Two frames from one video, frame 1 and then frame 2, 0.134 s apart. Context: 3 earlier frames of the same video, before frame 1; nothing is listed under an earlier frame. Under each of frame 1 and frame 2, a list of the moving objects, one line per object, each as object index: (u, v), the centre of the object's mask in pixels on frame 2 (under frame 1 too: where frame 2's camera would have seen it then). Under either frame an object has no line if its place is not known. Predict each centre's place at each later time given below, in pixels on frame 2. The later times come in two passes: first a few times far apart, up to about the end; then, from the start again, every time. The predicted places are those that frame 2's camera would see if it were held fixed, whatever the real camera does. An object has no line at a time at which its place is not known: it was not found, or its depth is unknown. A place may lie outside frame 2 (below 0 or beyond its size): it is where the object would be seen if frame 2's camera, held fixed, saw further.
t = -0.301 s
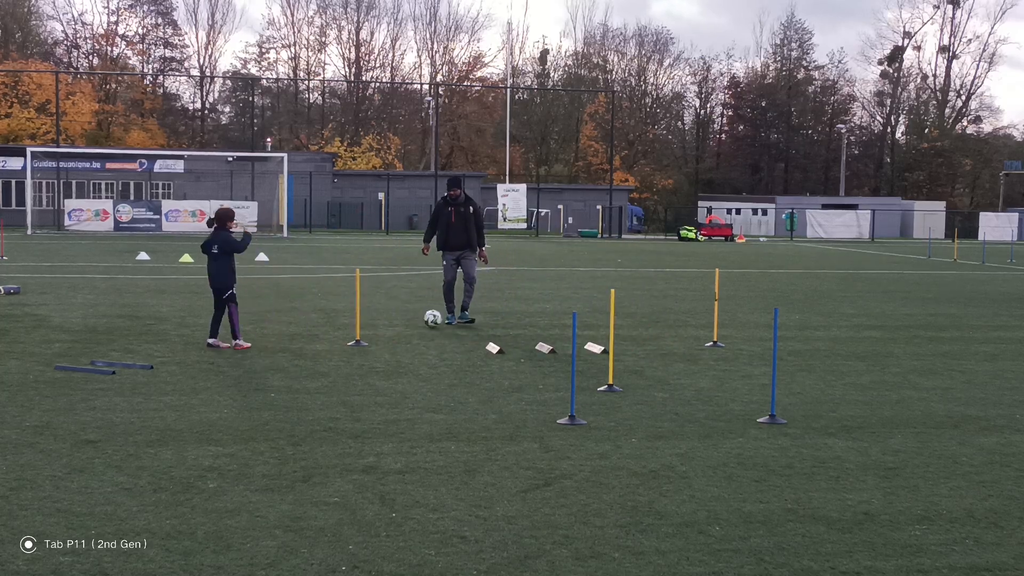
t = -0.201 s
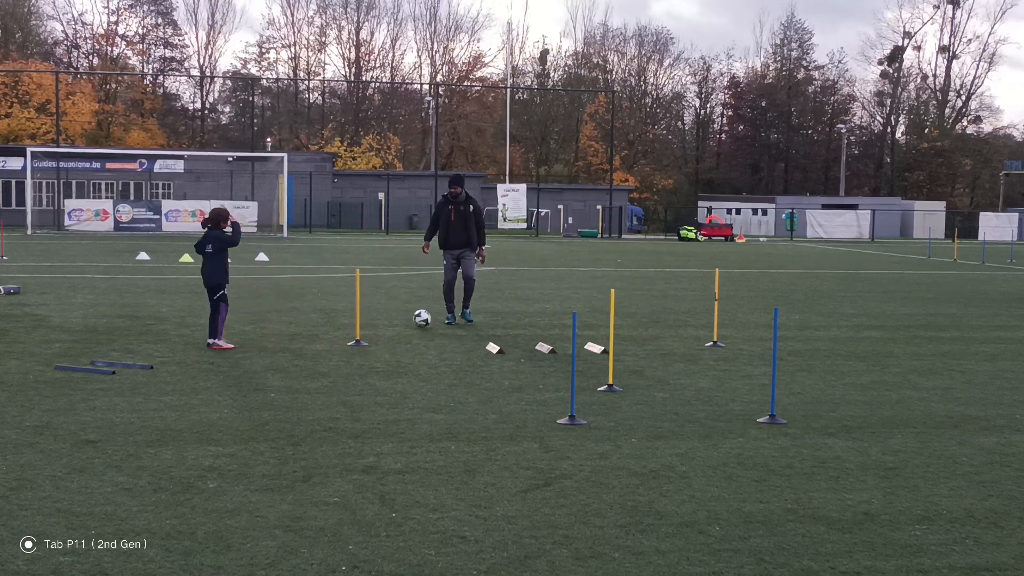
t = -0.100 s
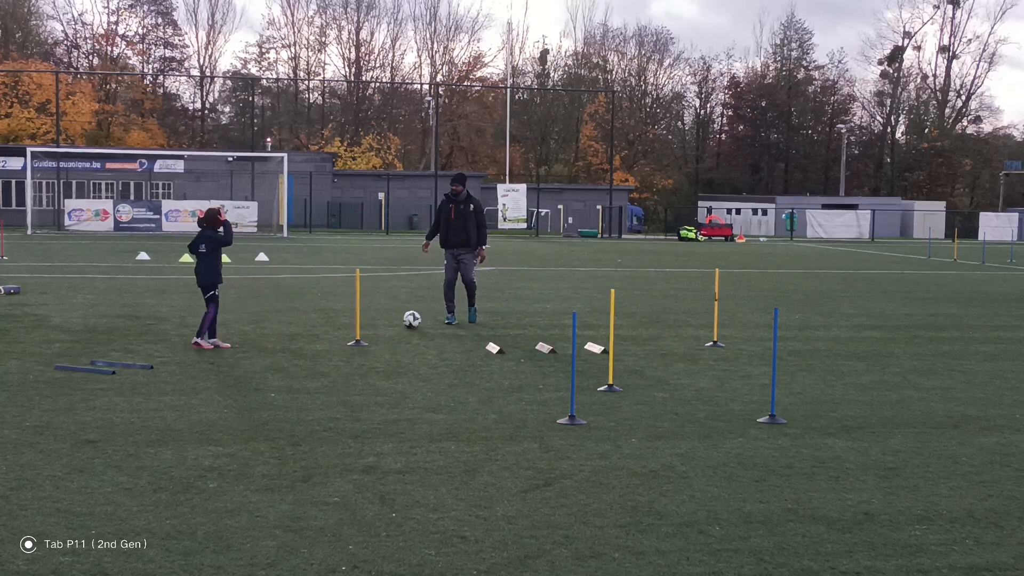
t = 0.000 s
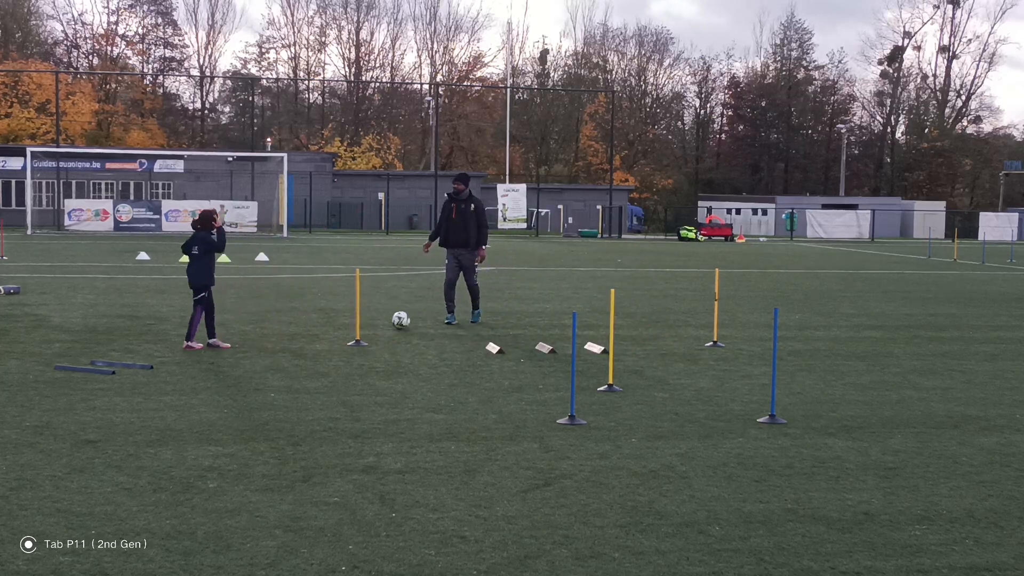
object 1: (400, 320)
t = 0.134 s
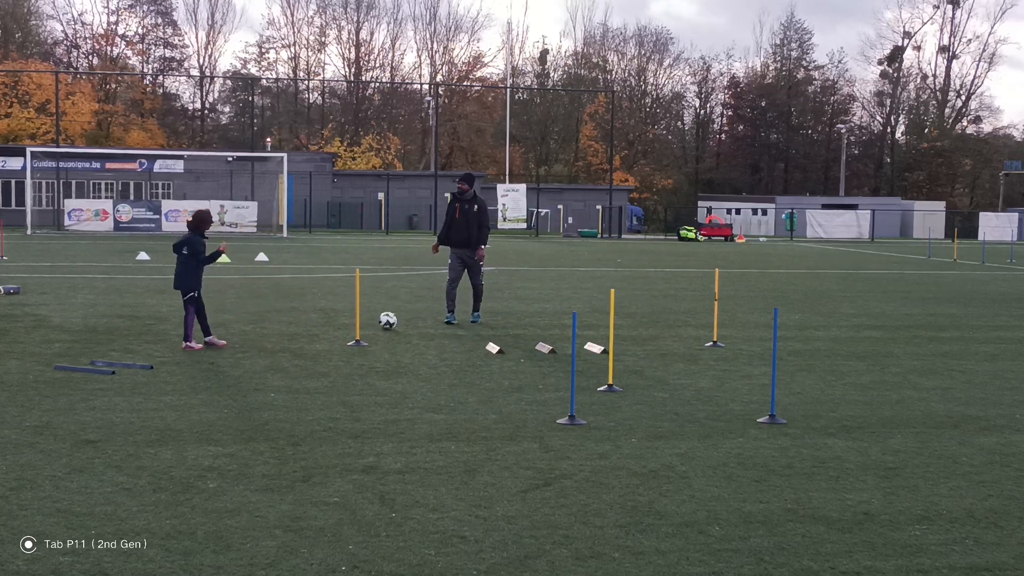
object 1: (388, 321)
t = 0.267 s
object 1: (375, 321)
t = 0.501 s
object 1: (351, 322)
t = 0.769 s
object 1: (331, 323)
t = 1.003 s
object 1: (313, 324)
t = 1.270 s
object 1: (293, 325)
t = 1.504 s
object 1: (277, 326)
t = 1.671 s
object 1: (267, 326)
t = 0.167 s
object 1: (384, 321)
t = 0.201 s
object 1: (381, 321)
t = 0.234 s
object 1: (378, 321)
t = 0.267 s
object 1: (375, 321)
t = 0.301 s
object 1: (372, 322)
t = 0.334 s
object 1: (369, 322)
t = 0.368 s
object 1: (366, 322)
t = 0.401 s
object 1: (364, 322)
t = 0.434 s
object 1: (360, 321)
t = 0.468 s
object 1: (356, 322)
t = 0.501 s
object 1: (351, 322)
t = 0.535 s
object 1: (349, 322)
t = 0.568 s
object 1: (348, 322)
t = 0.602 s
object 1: (345, 323)
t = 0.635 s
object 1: (342, 322)
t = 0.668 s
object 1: (339, 323)
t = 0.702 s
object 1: (337, 323)
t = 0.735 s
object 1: (334, 323)
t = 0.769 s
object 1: (331, 323)
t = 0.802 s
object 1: (328, 323)
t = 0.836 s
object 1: (326, 323)
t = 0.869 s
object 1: (323, 324)
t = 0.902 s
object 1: (320, 323)
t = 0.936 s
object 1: (318, 323)
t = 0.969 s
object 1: (315, 324)
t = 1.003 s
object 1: (313, 324)
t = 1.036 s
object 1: (310, 324)
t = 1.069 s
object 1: (307, 324)
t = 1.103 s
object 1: (305, 324)
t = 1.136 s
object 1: (302, 324)
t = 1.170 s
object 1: (300, 325)
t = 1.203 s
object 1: (298, 324)
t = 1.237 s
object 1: (295, 325)
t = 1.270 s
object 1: (293, 325)
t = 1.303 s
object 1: (291, 325)
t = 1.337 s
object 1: (288, 325)
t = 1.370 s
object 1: (286, 325)
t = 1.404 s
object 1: (284, 325)
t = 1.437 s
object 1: (282, 325)
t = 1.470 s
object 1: (279, 326)
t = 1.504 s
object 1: (277, 326)
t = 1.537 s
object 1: (275, 326)
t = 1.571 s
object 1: (273, 326)
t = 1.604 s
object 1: (271, 326)
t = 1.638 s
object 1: (269, 326)
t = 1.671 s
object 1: (267, 326)
